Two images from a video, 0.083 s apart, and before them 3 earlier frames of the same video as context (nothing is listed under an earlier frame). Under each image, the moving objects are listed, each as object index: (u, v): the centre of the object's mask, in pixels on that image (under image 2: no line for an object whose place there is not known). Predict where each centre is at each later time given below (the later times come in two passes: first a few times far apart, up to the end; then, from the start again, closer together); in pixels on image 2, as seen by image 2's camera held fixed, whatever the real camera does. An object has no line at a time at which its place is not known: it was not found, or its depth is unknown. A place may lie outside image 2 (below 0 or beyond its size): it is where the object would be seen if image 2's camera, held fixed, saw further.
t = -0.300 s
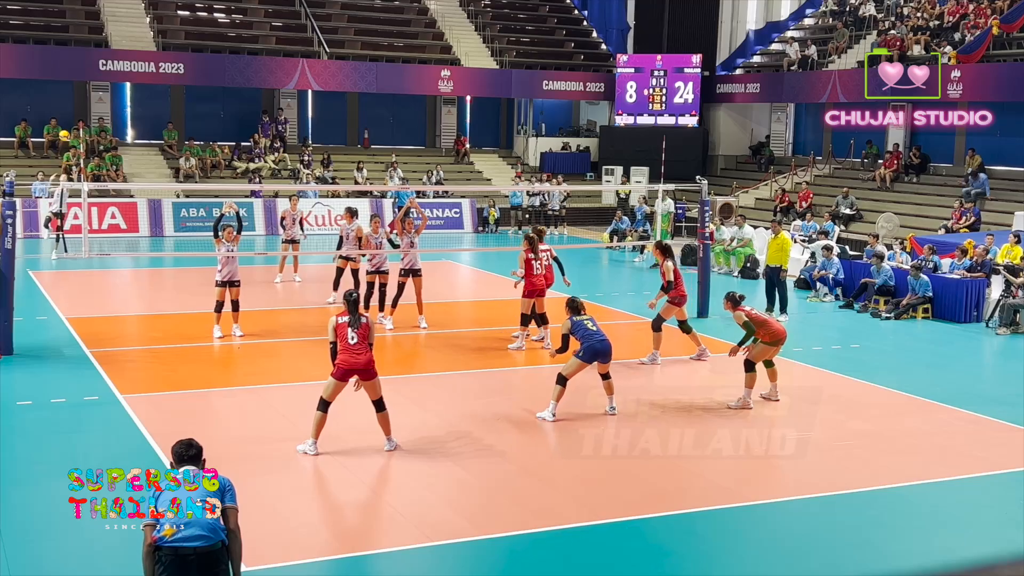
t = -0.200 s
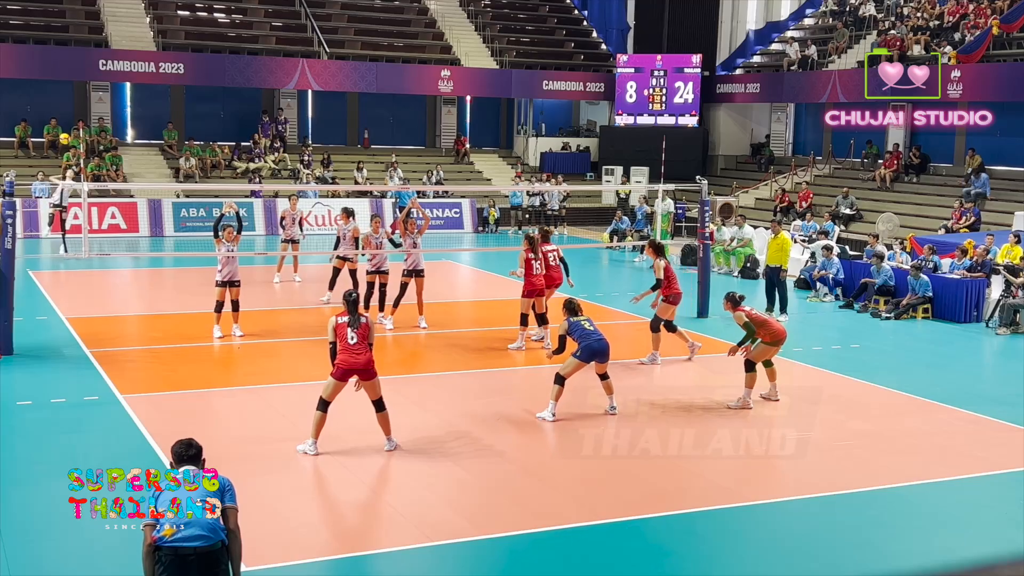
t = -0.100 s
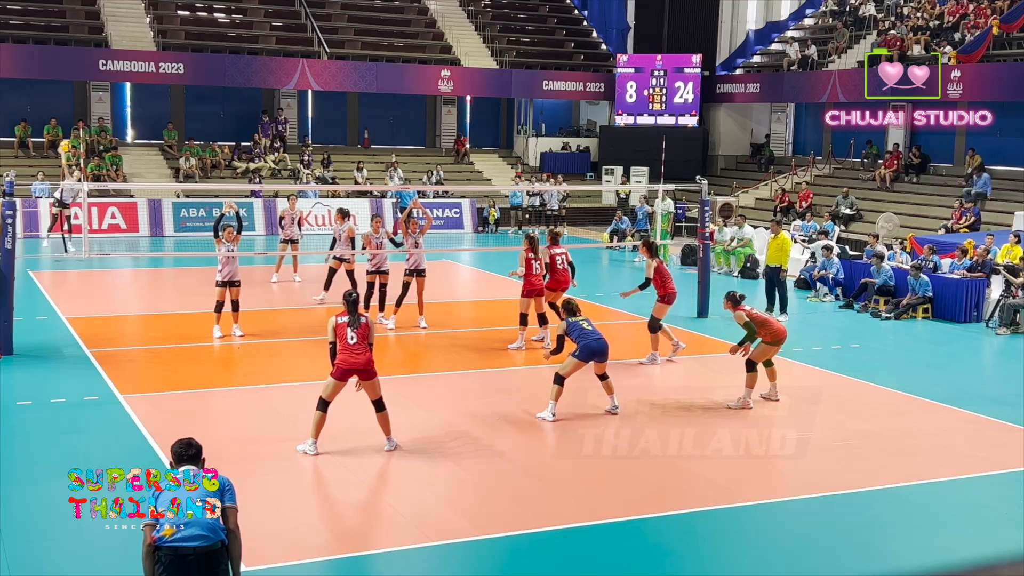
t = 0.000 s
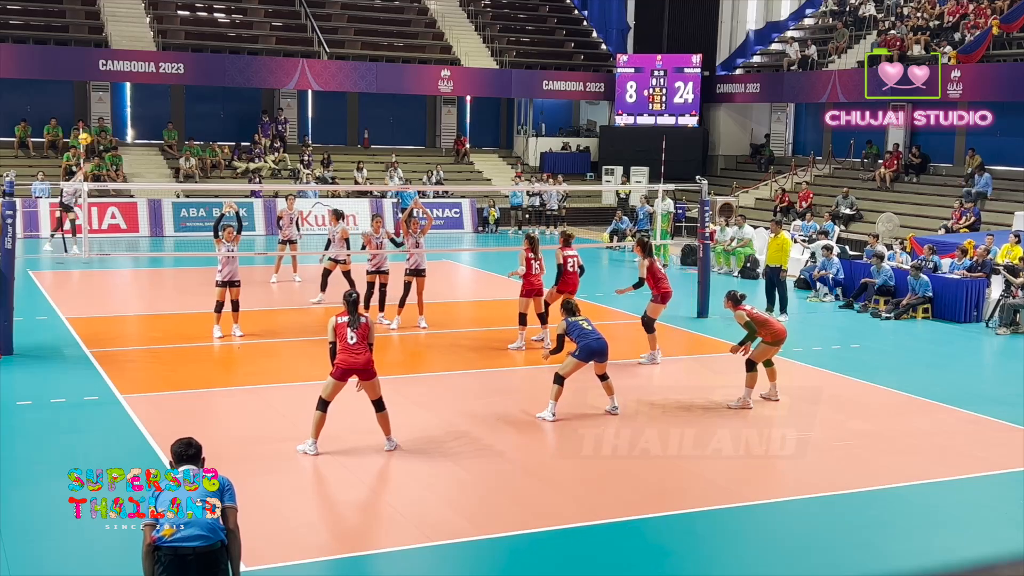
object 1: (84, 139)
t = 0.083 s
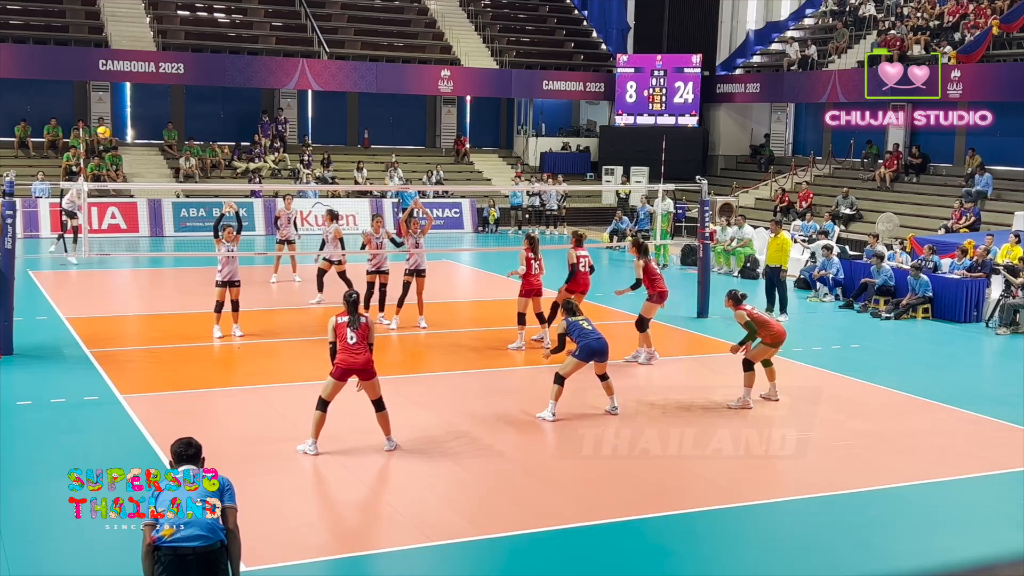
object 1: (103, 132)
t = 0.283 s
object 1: (151, 126)
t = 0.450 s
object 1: (196, 136)
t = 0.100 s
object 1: (107, 131)
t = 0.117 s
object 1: (111, 130)
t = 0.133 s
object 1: (115, 129)
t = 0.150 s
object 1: (119, 128)
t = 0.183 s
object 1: (127, 127)
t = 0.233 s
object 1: (139, 126)
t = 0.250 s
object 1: (143, 126)
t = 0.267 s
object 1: (147, 126)
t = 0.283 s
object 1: (151, 126)
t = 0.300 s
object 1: (156, 126)
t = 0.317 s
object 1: (160, 127)
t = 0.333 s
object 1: (164, 127)
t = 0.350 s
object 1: (168, 128)
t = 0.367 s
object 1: (173, 129)
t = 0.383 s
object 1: (177, 130)
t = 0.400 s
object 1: (182, 131)
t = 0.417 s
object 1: (187, 133)
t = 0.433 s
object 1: (191, 134)
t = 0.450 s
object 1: (196, 136)
